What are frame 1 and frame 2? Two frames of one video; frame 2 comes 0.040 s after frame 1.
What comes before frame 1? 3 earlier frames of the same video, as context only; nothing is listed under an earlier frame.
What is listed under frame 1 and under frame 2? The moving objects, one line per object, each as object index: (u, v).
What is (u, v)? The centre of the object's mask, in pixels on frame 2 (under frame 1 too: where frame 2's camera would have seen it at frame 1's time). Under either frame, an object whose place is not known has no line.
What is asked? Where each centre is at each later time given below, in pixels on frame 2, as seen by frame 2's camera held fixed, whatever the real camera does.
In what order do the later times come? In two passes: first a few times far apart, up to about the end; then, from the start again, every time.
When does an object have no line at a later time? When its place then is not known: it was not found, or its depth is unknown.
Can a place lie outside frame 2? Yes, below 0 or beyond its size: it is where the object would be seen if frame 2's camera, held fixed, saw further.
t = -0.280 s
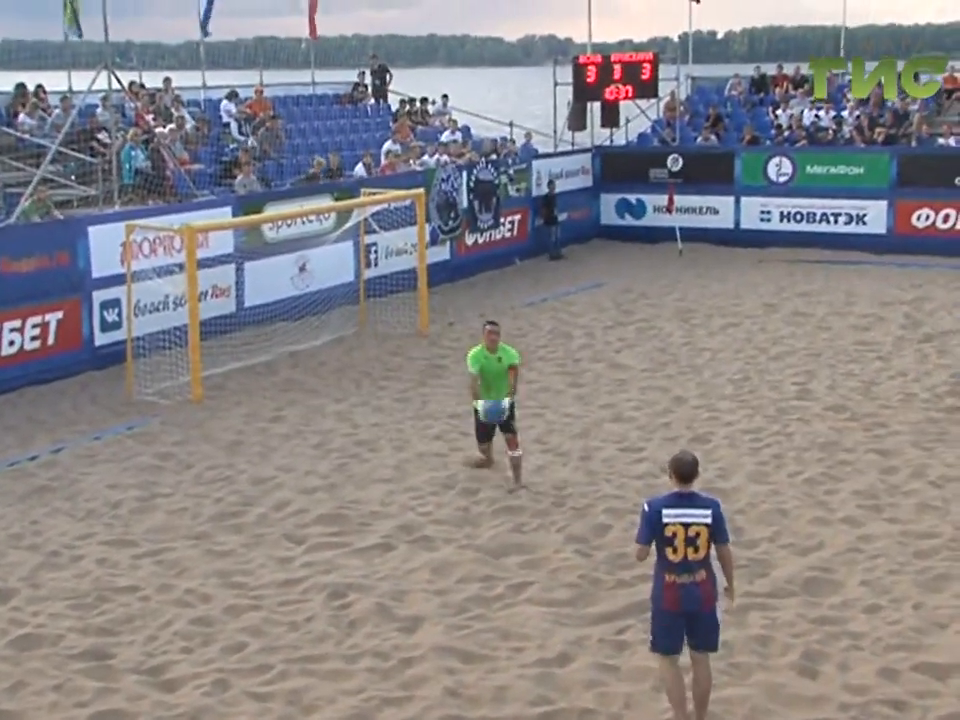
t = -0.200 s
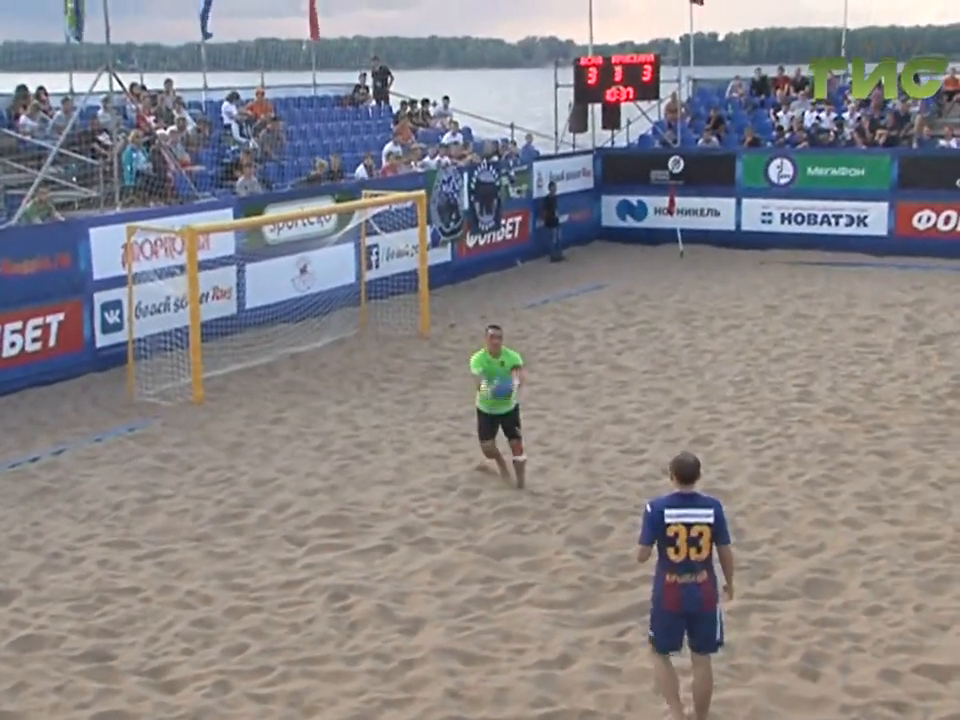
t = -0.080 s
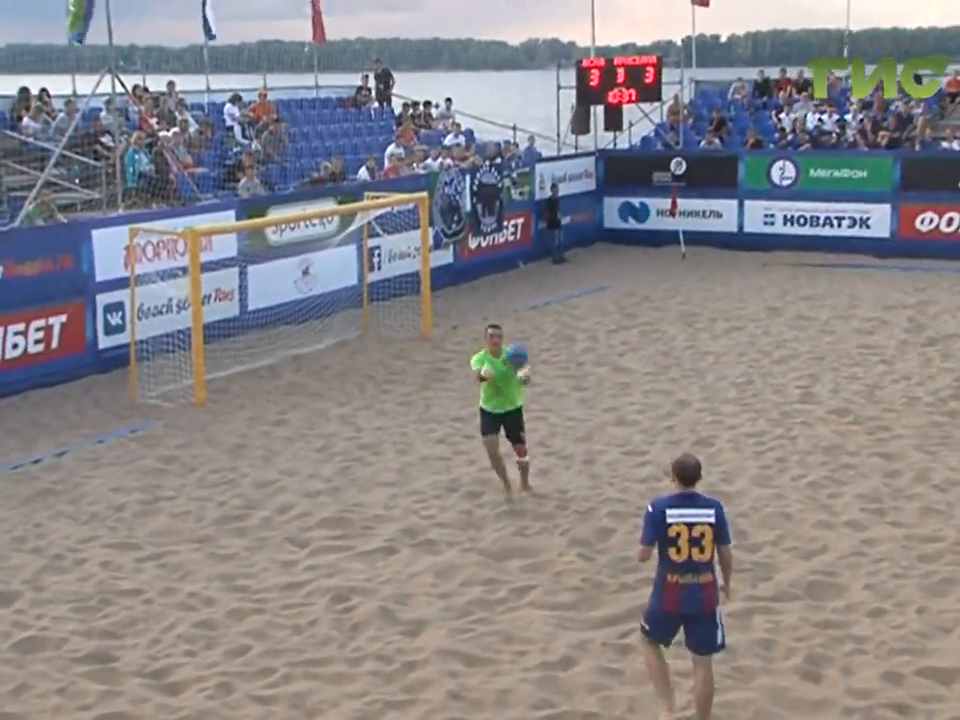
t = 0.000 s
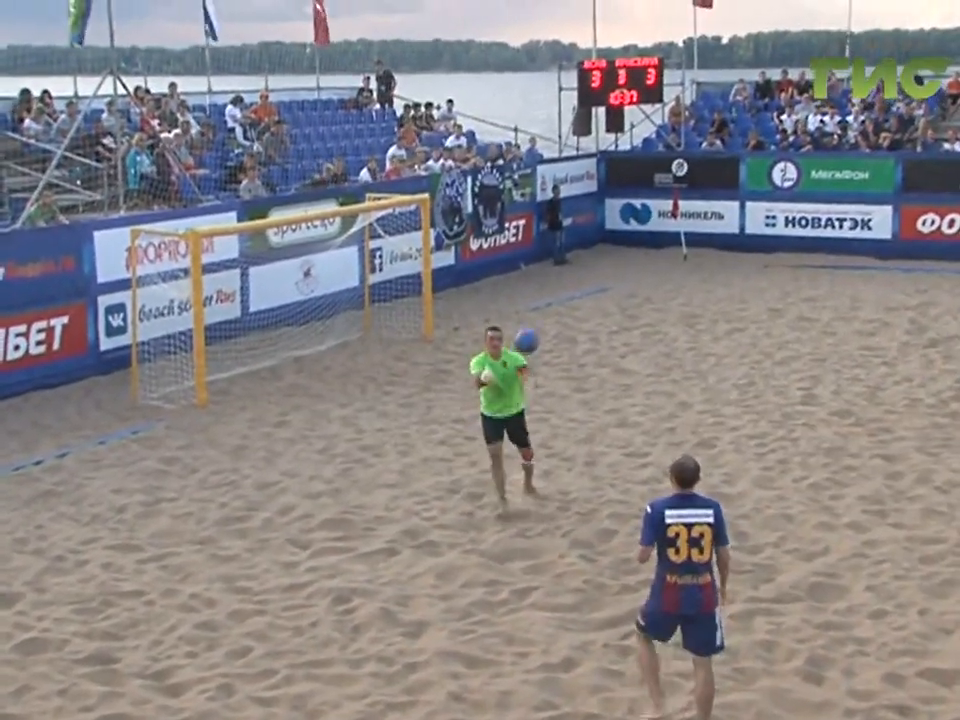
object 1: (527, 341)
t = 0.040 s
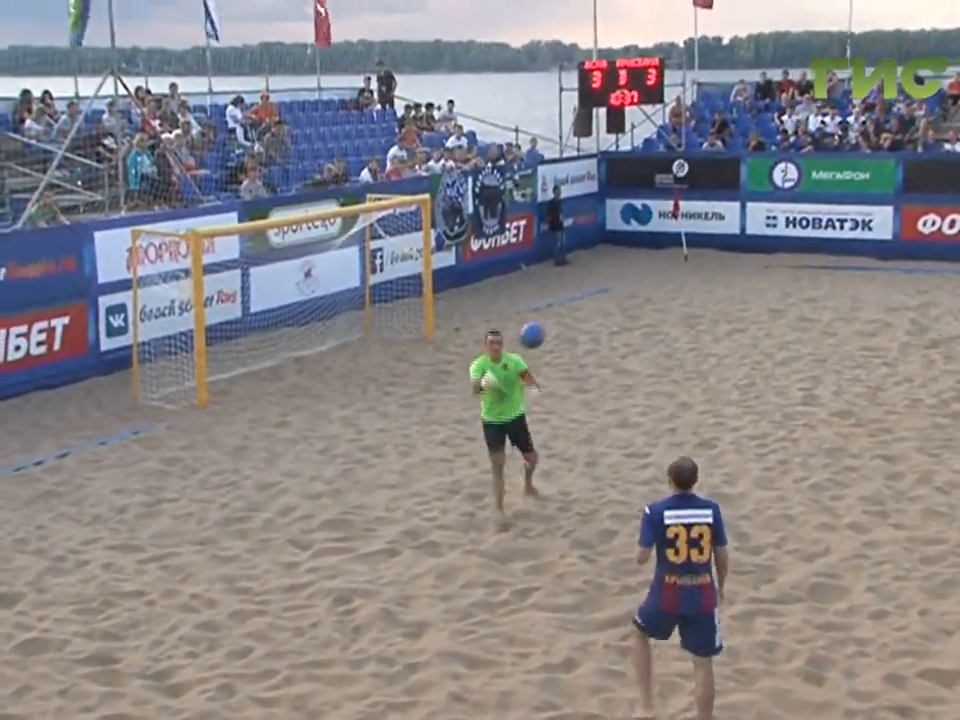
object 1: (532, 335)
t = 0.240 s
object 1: (561, 333)
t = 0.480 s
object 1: (602, 405)
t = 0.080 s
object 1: (537, 332)
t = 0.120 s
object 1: (542, 329)
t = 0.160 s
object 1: (548, 329)
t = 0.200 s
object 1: (552, 330)
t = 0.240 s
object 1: (561, 333)
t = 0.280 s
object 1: (566, 340)
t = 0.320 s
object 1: (573, 348)
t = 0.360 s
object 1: (580, 357)
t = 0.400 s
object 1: (587, 369)
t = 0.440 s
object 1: (595, 386)
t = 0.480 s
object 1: (602, 405)
